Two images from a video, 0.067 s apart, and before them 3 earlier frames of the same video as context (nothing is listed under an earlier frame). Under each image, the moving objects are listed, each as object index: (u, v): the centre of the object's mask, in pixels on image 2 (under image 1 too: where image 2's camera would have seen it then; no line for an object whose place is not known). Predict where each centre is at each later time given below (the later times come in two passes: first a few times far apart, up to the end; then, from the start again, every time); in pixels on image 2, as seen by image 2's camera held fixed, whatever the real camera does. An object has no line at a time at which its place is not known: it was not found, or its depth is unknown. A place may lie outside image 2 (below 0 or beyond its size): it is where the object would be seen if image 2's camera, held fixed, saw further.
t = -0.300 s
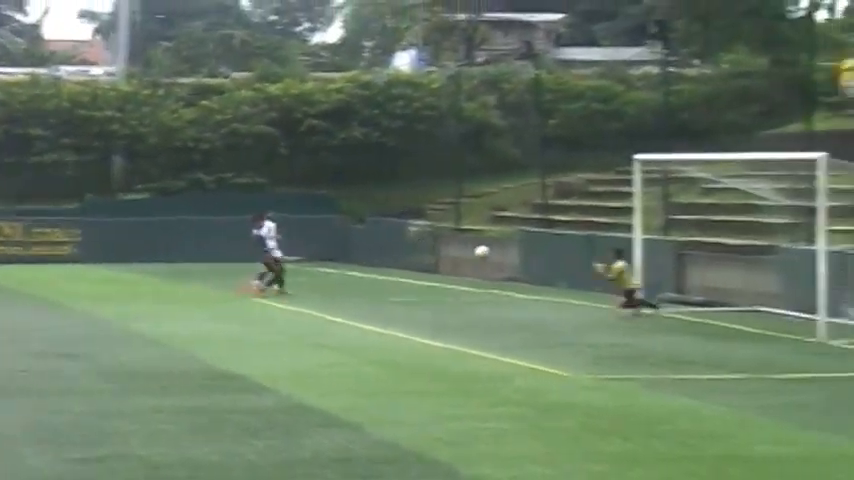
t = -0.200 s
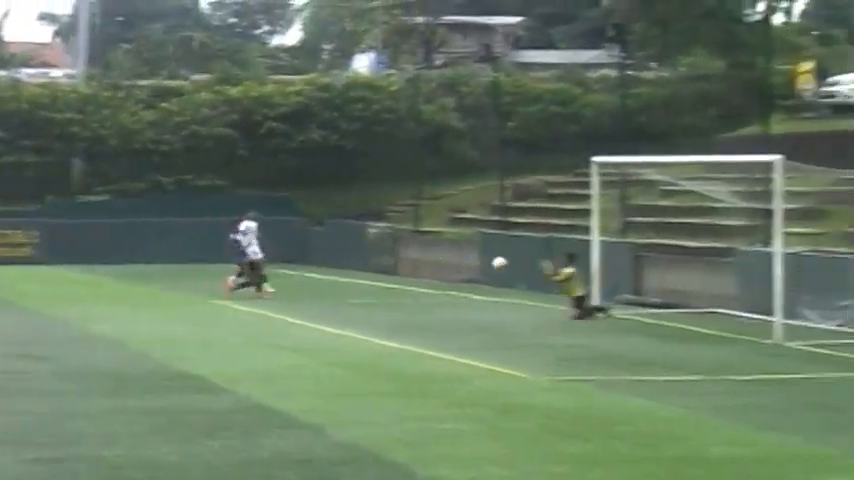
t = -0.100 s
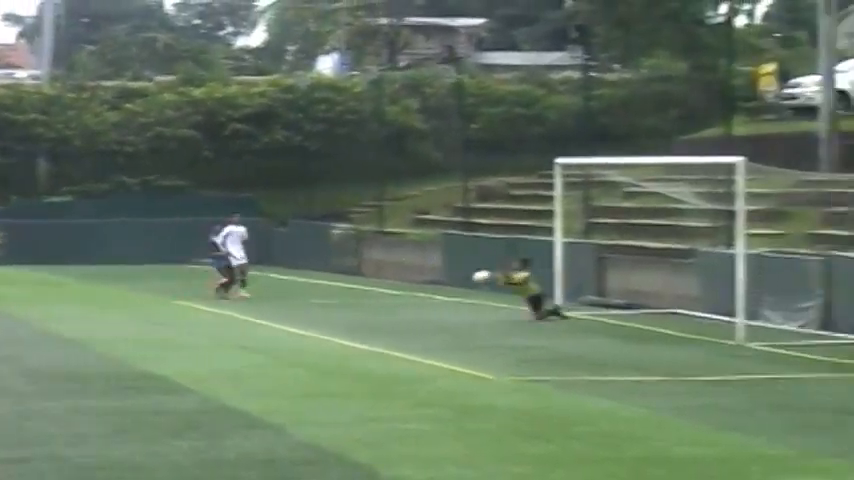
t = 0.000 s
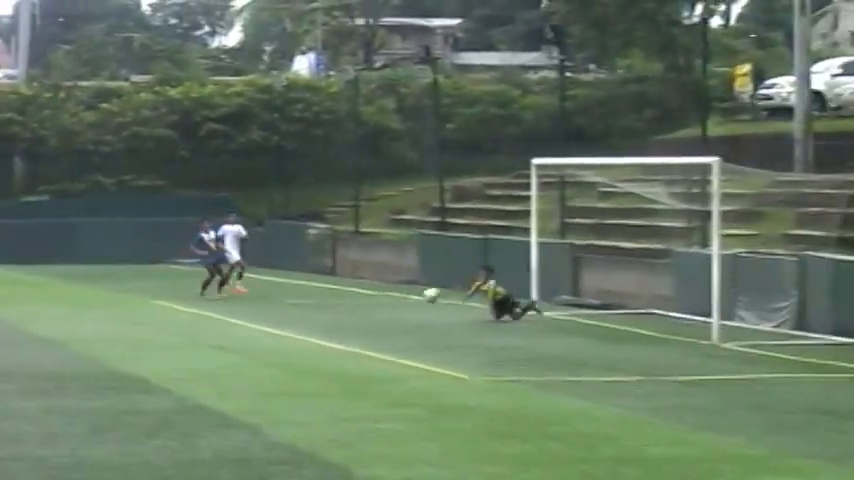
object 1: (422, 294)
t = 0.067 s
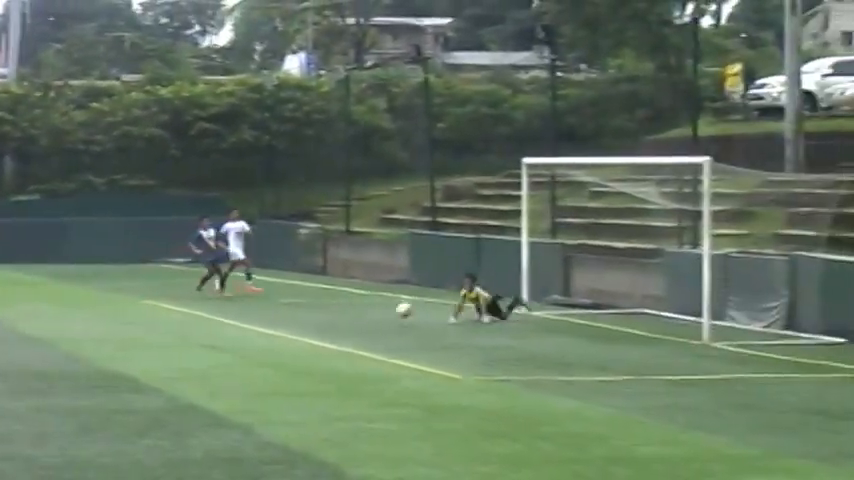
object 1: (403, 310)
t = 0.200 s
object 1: (372, 305)
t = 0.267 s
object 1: (360, 297)
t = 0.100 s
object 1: (394, 318)
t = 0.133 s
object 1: (386, 315)
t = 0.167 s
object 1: (379, 310)
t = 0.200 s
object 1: (372, 305)
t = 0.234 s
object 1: (366, 300)
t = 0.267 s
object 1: (360, 297)
